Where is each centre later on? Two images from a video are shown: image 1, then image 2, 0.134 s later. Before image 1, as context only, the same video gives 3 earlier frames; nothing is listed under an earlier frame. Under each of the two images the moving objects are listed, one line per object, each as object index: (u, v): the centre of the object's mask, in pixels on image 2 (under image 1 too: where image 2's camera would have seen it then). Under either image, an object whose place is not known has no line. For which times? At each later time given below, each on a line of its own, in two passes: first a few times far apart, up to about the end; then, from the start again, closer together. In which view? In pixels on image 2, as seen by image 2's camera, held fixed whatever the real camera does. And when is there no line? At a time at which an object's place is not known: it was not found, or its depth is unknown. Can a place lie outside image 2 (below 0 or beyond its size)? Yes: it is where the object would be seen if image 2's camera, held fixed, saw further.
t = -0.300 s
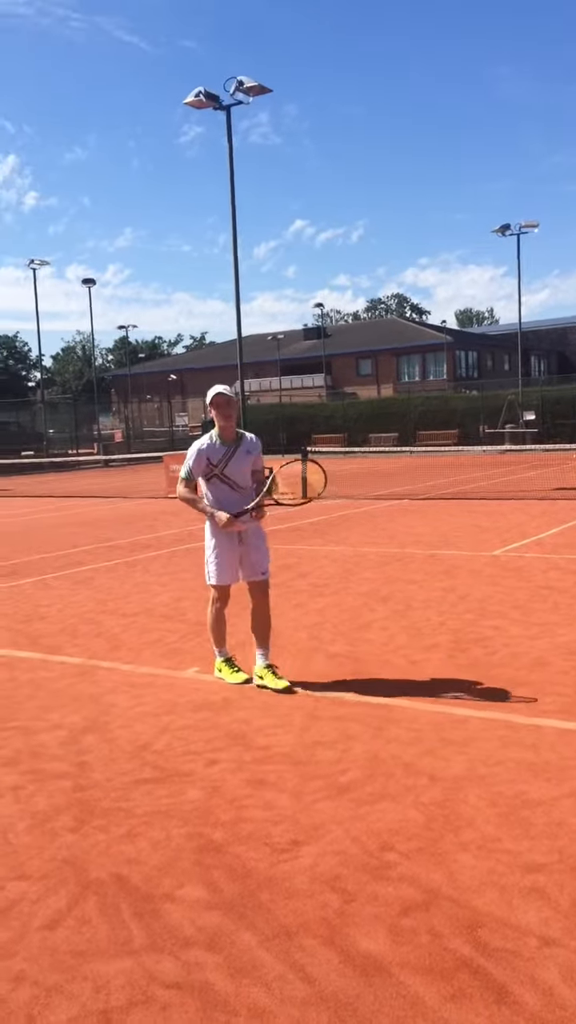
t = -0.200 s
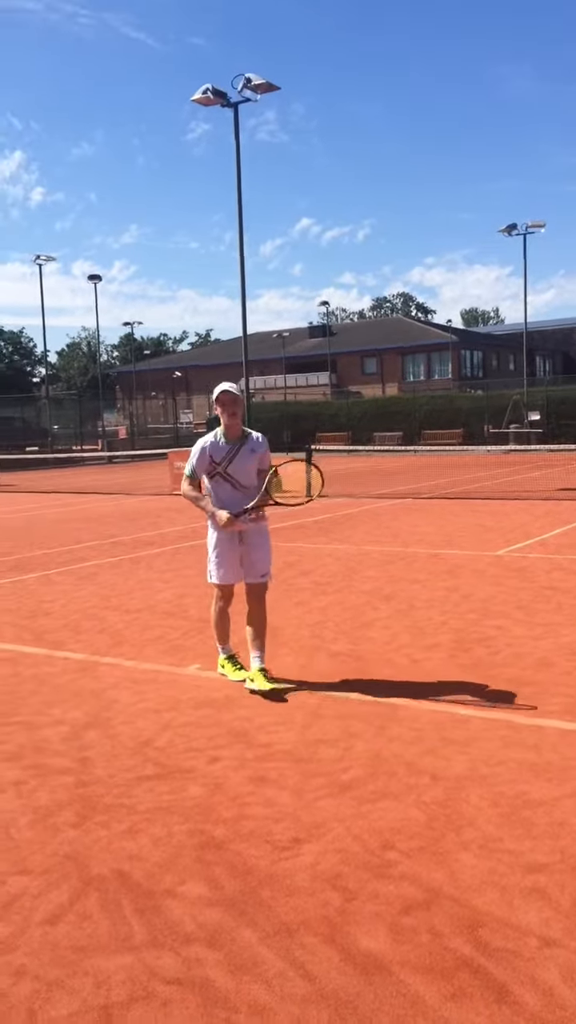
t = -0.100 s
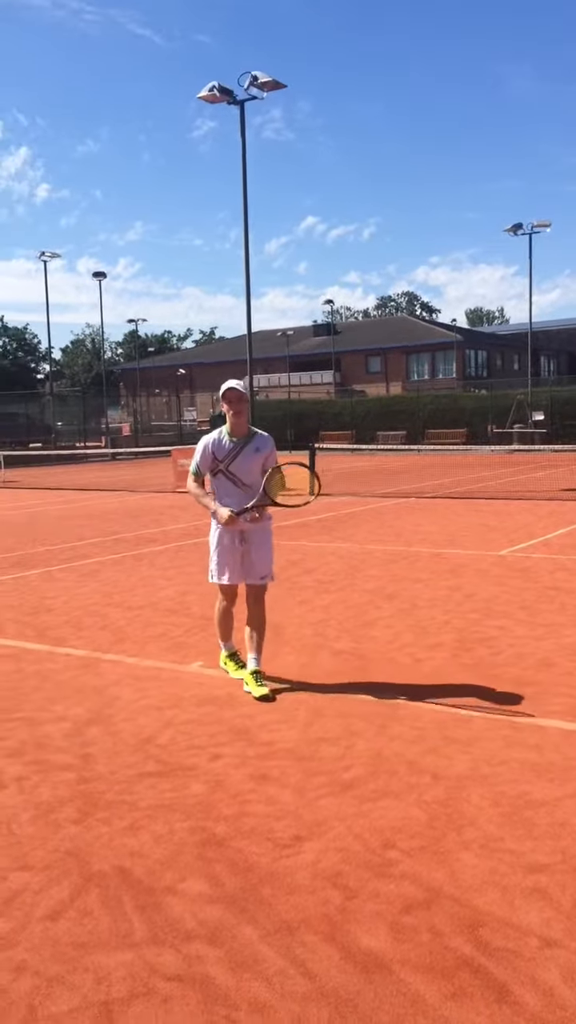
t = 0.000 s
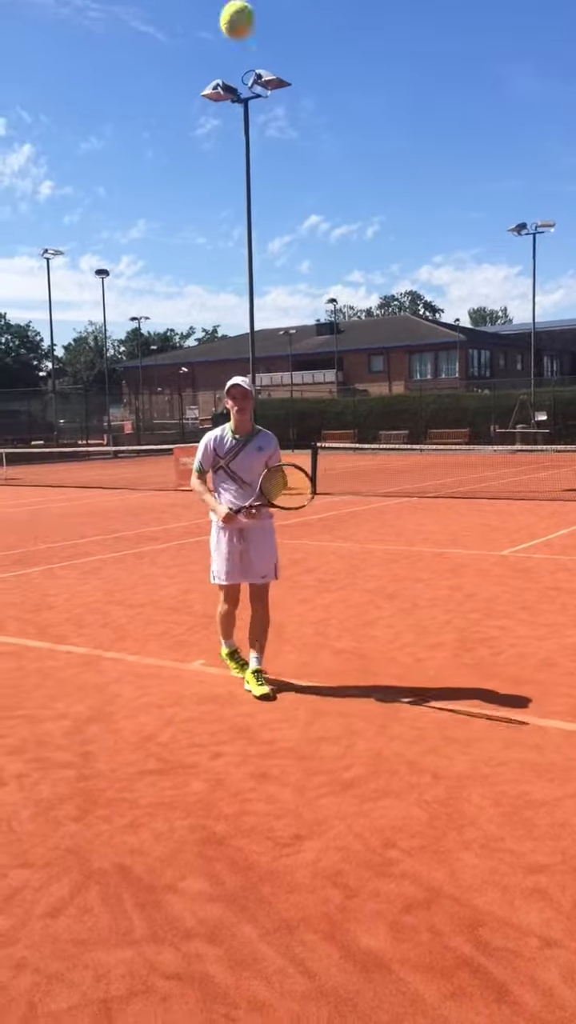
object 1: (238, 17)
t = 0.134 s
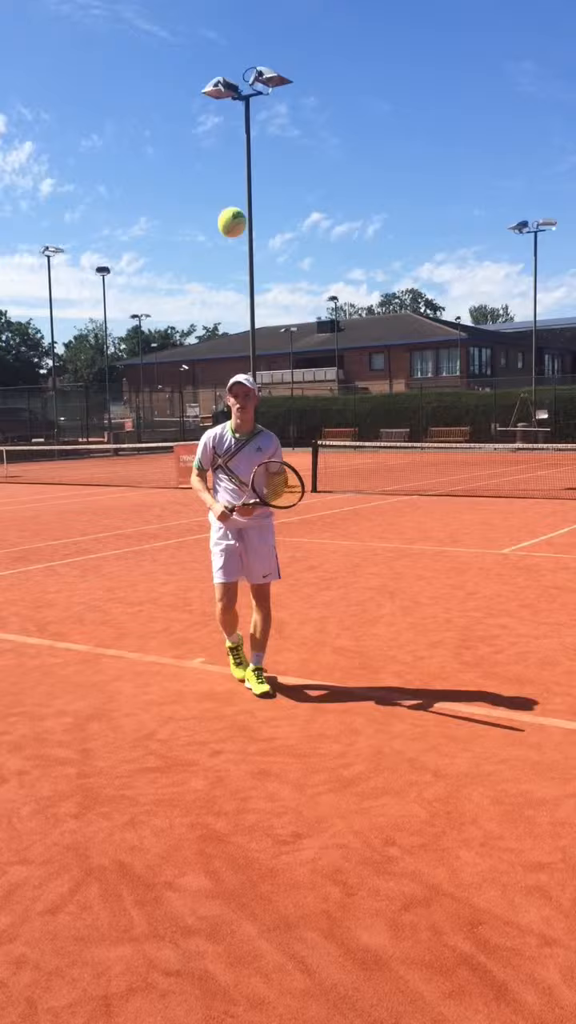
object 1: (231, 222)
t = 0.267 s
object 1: (230, 424)
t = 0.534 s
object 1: (234, 821)
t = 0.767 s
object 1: (219, 590)
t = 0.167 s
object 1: (231, 273)
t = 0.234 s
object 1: (230, 373)
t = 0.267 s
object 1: (230, 424)
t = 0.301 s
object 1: (231, 473)
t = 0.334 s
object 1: (230, 523)
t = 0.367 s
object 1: (231, 572)
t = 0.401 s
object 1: (231, 623)
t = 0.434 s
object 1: (232, 672)
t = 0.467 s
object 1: (232, 721)
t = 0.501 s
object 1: (233, 771)
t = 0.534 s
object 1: (234, 821)
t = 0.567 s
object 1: (232, 803)
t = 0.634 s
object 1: (228, 716)
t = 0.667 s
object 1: (225, 680)
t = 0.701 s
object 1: (223, 646)
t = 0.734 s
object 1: (221, 615)
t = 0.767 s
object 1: (219, 590)
